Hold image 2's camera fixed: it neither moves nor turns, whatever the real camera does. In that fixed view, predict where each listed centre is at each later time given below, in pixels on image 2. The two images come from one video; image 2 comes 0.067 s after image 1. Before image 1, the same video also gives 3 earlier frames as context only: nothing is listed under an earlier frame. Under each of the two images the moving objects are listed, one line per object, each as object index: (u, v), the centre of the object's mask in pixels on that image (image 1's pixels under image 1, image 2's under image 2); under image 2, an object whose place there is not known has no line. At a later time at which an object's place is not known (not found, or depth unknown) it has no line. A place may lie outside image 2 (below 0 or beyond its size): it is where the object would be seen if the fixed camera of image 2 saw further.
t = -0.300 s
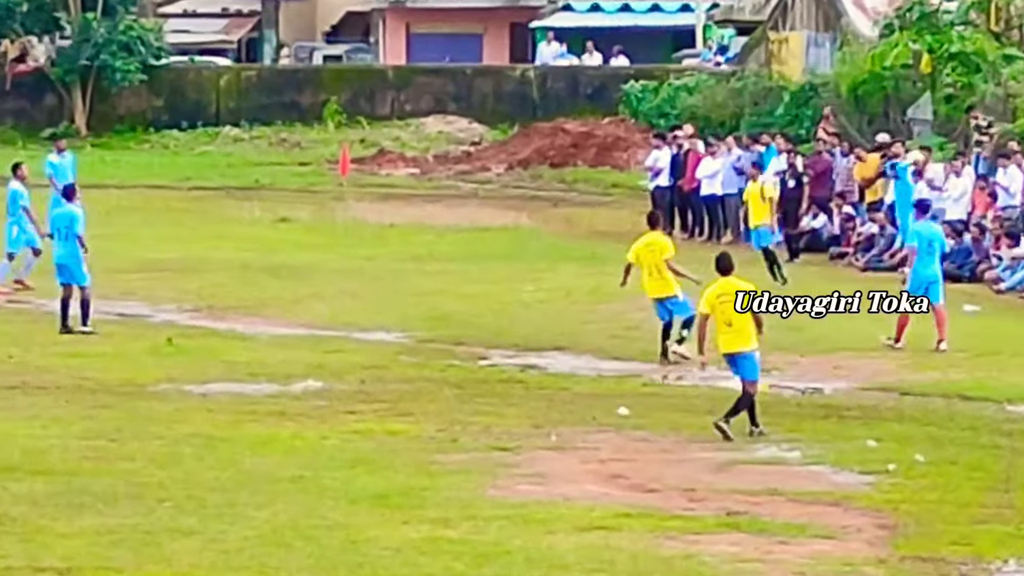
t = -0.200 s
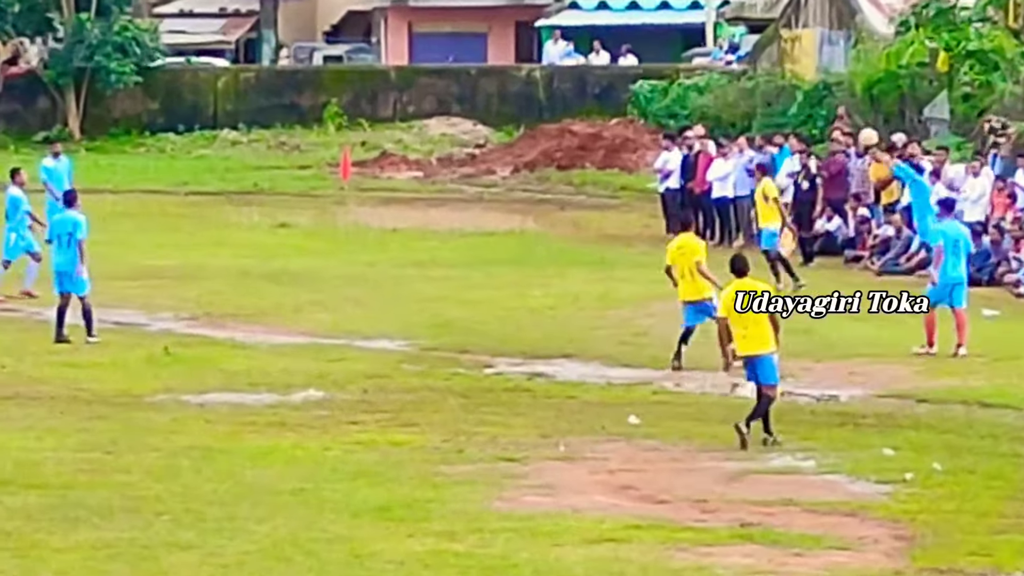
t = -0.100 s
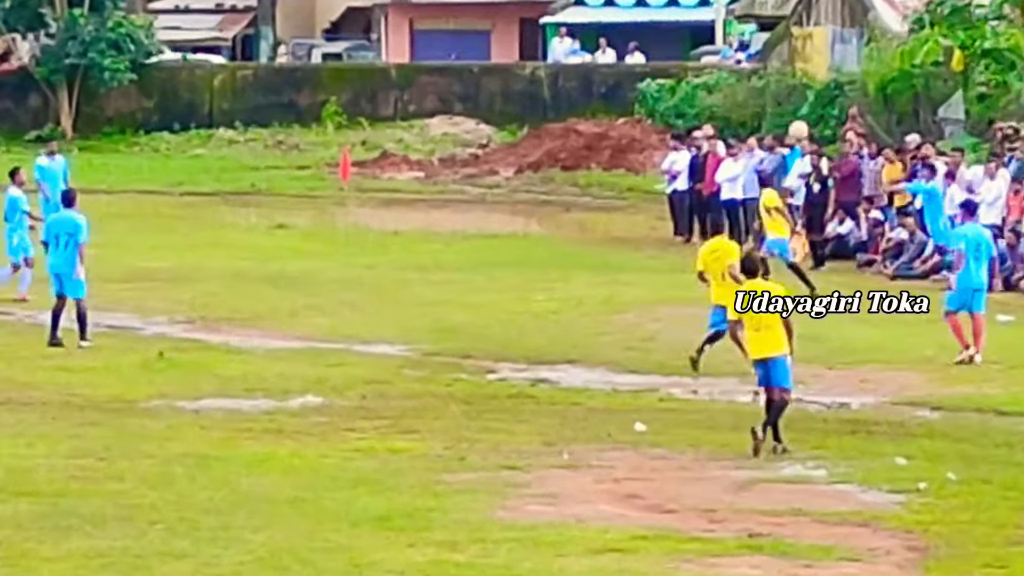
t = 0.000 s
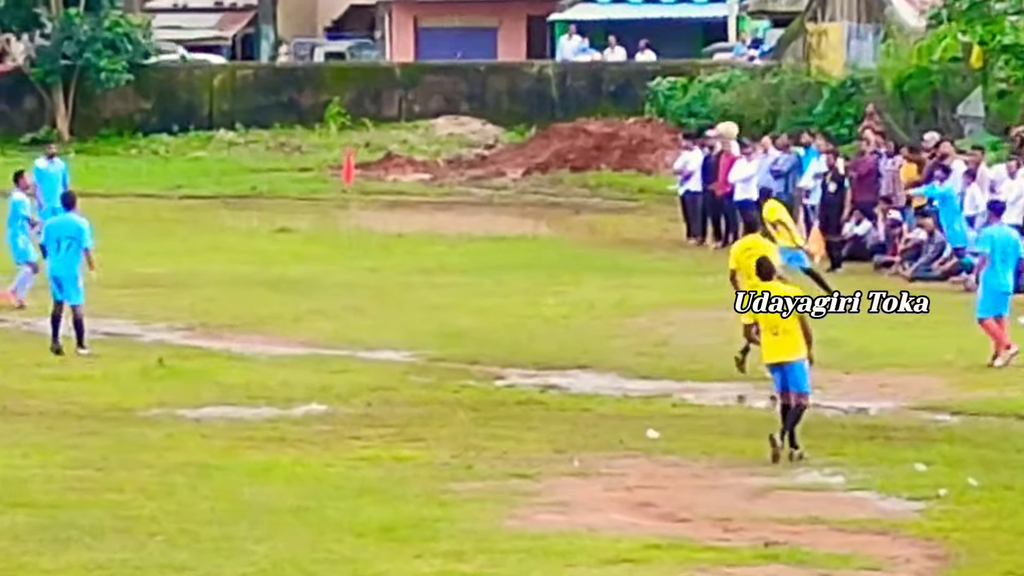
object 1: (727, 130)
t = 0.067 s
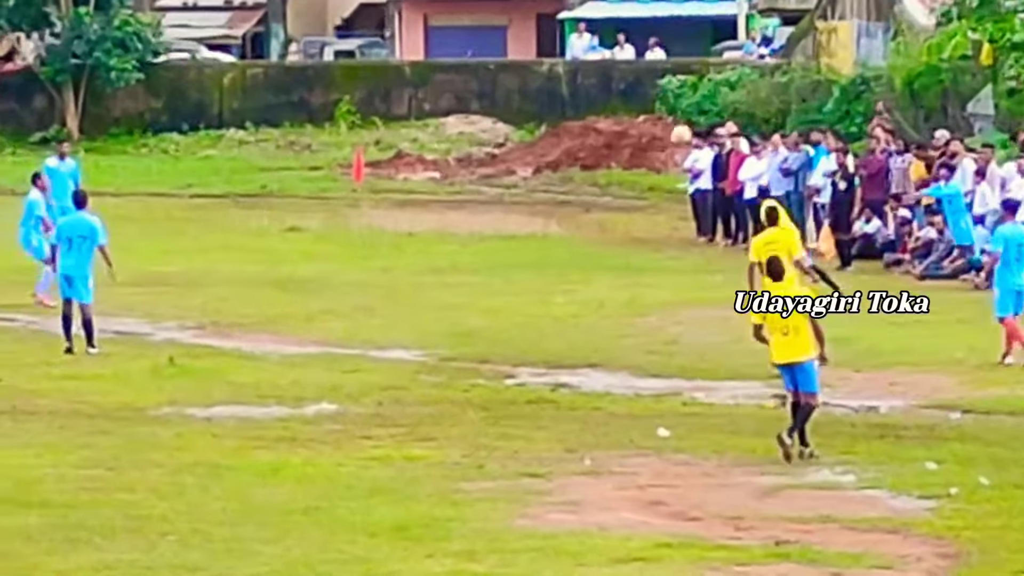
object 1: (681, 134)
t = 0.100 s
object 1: (657, 136)
